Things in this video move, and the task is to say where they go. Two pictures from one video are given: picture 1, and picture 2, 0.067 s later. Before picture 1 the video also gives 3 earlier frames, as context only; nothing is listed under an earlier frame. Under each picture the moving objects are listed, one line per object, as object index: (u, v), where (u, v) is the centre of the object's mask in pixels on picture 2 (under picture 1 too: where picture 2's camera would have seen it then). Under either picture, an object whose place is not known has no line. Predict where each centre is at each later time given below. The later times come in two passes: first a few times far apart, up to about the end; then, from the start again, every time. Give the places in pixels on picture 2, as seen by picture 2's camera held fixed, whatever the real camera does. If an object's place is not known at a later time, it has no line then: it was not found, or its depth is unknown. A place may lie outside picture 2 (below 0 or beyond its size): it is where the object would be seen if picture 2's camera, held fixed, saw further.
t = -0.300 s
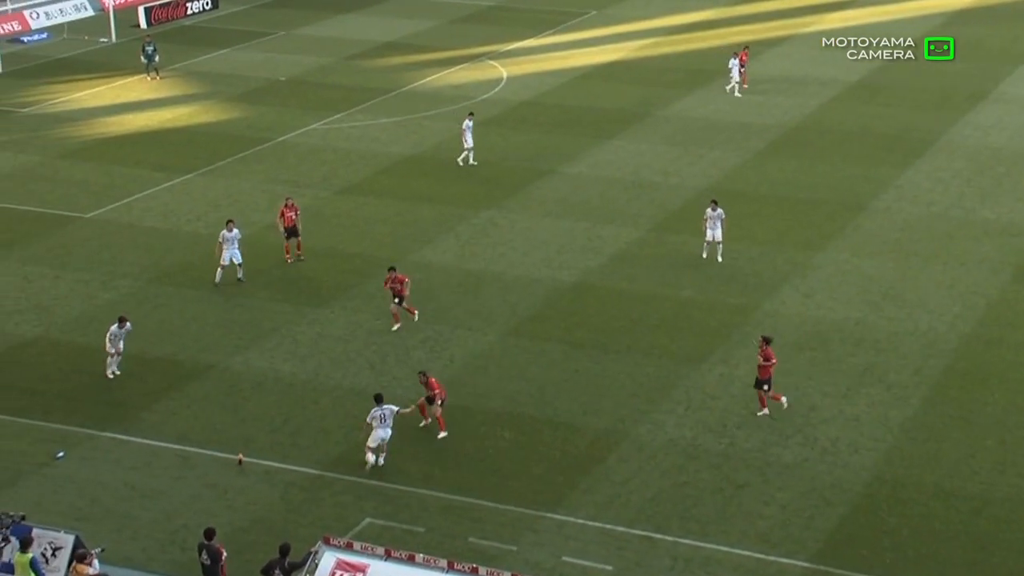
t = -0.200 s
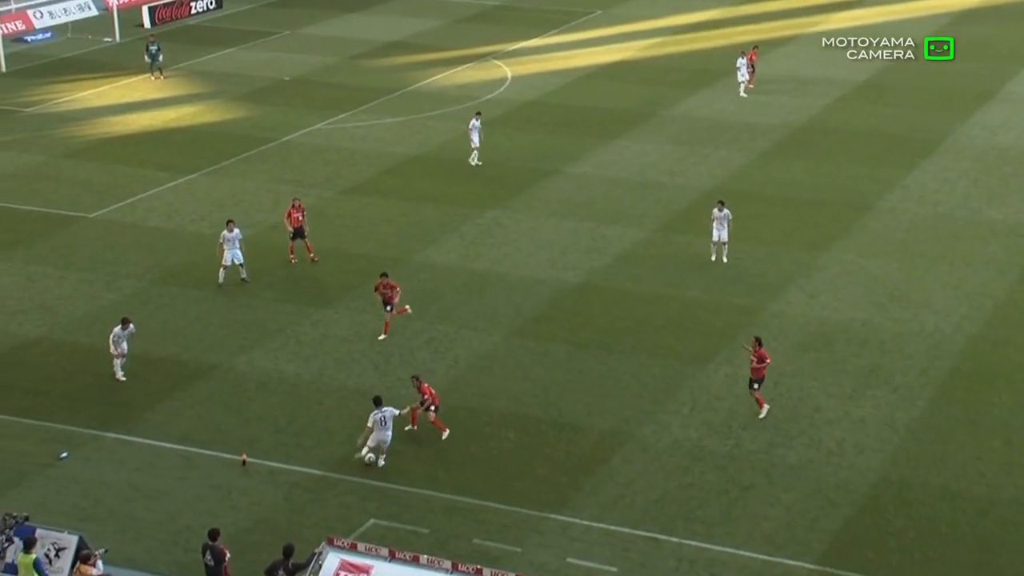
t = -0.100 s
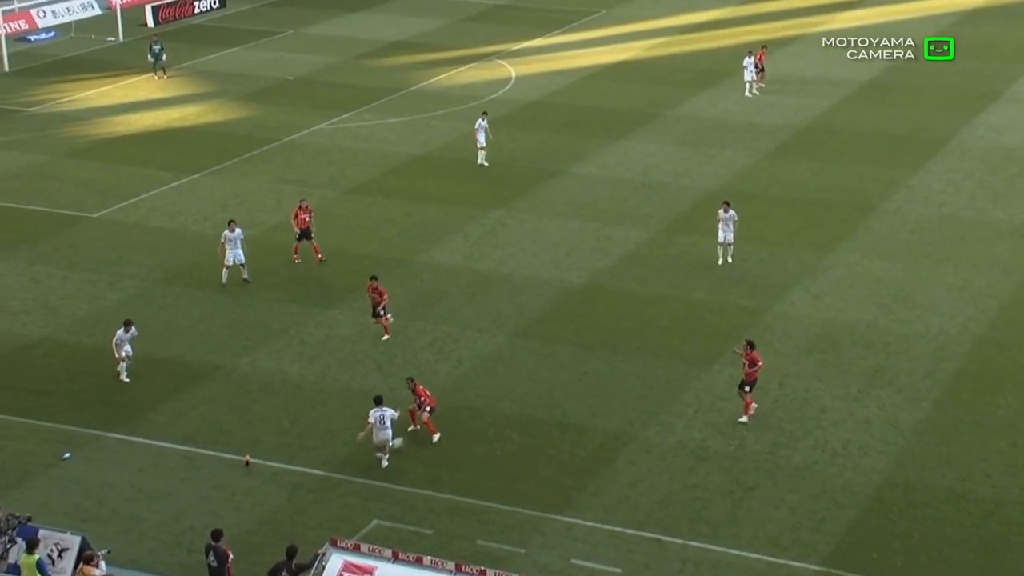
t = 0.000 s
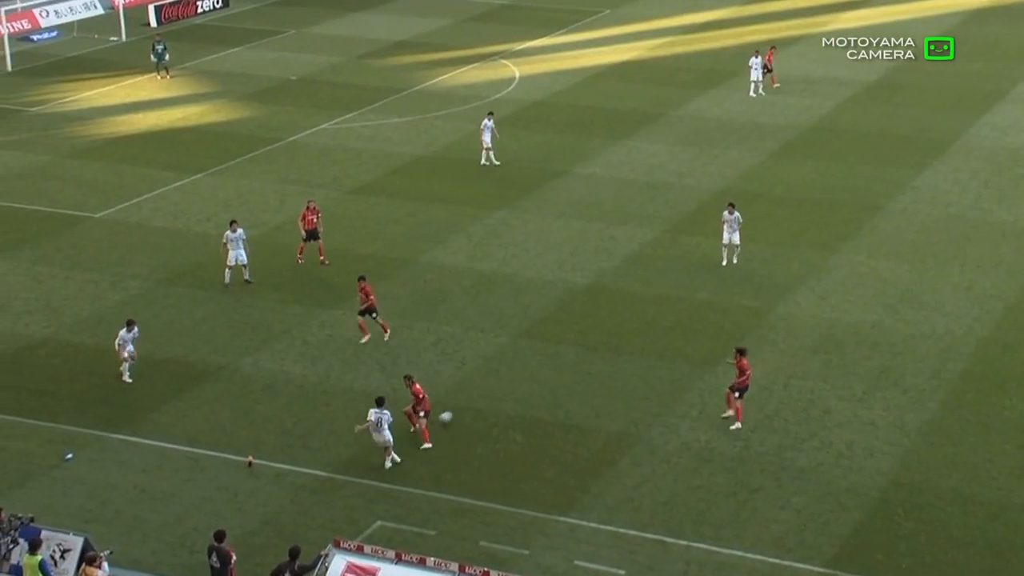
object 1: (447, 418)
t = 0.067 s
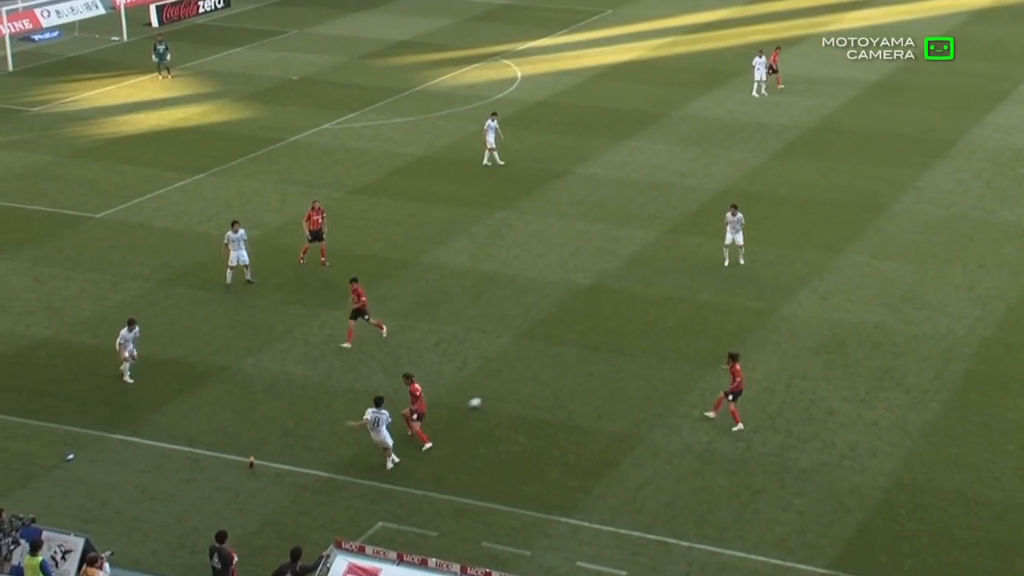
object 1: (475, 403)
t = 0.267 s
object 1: (542, 365)
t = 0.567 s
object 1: (611, 325)
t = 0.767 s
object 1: (646, 308)
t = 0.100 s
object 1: (486, 395)
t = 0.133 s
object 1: (498, 388)
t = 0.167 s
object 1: (509, 381)
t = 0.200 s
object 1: (520, 375)
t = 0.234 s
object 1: (531, 370)
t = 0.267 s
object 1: (542, 365)
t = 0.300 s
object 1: (551, 359)
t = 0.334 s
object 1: (560, 354)
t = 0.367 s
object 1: (568, 349)
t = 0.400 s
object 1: (576, 345)
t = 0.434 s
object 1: (583, 341)
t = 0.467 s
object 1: (591, 336)
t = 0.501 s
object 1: (598, 332)
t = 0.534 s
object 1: (605, 328)
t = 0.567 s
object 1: (611, 325)
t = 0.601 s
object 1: (618, 322)
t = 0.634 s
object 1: (624, 319)
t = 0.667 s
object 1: (629, 315)
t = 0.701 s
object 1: (635, 313)
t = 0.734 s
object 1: (640, 310)
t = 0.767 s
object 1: (646, 308)
